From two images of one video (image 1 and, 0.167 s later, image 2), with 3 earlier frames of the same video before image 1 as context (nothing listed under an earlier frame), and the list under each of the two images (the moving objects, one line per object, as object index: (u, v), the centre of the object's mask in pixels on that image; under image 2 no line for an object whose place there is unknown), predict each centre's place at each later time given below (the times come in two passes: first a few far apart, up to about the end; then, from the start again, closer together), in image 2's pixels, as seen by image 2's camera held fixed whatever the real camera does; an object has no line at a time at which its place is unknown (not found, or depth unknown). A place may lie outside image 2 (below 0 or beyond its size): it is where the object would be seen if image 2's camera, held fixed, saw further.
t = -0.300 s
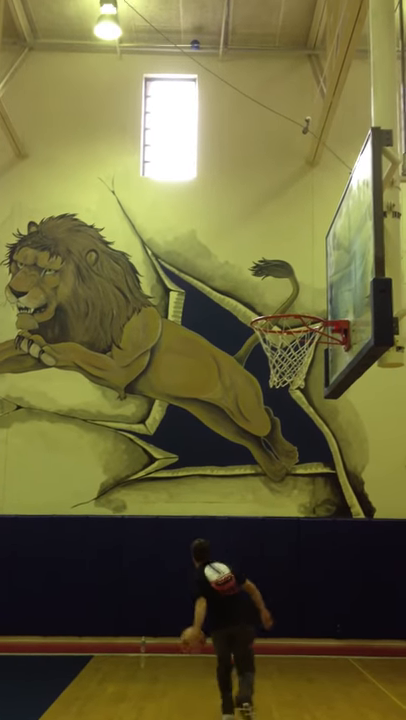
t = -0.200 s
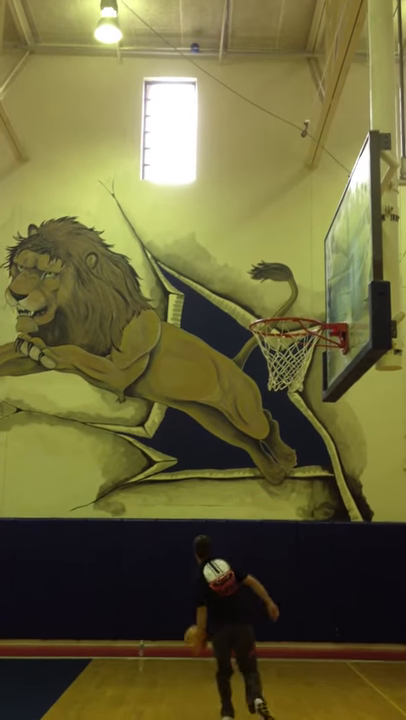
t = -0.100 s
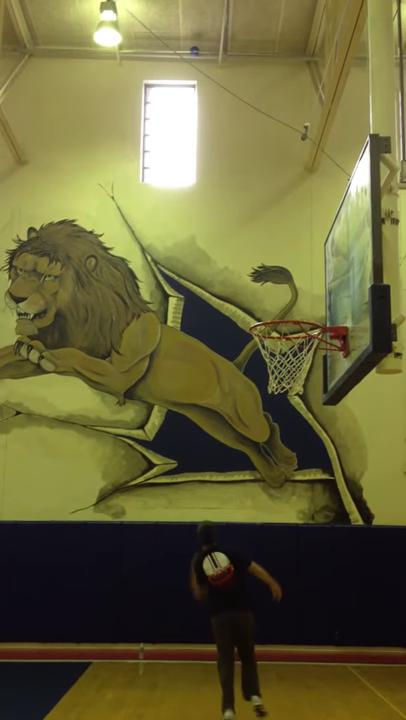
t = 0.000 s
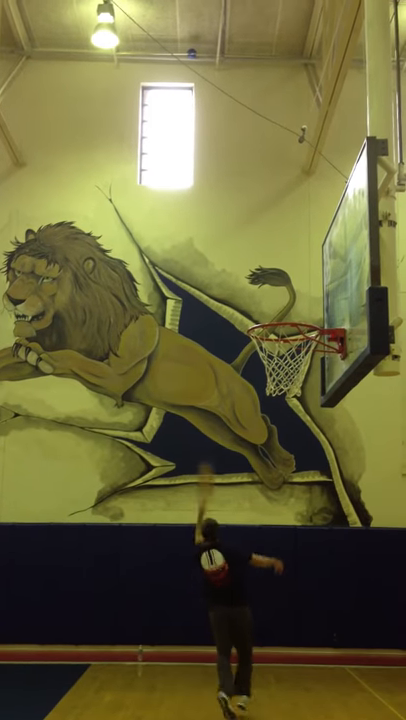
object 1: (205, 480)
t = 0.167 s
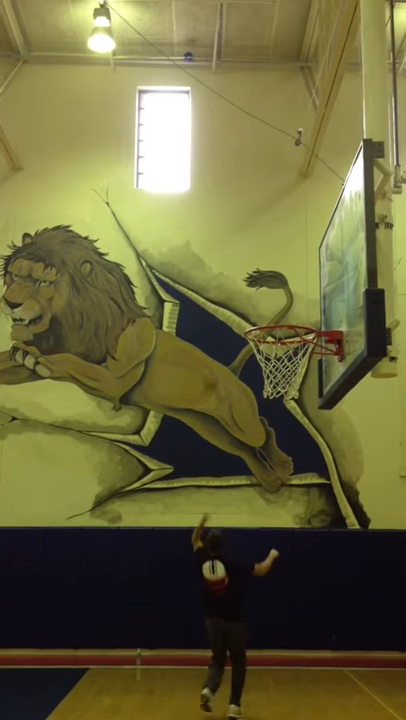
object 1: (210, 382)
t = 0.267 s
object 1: (213, 343)
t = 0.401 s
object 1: (215, 312)
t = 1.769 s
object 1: (294, 365)
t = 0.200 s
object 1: (212, 369)
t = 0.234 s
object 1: (212, 352)
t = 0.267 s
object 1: (213, 343)
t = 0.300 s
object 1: (213, 333)
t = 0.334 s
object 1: (214, 325)
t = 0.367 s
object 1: (213, 318)
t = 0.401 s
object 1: (215, 312)
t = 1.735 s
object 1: (290, 342)
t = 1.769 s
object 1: (294, 365)
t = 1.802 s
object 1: (289, 380)
